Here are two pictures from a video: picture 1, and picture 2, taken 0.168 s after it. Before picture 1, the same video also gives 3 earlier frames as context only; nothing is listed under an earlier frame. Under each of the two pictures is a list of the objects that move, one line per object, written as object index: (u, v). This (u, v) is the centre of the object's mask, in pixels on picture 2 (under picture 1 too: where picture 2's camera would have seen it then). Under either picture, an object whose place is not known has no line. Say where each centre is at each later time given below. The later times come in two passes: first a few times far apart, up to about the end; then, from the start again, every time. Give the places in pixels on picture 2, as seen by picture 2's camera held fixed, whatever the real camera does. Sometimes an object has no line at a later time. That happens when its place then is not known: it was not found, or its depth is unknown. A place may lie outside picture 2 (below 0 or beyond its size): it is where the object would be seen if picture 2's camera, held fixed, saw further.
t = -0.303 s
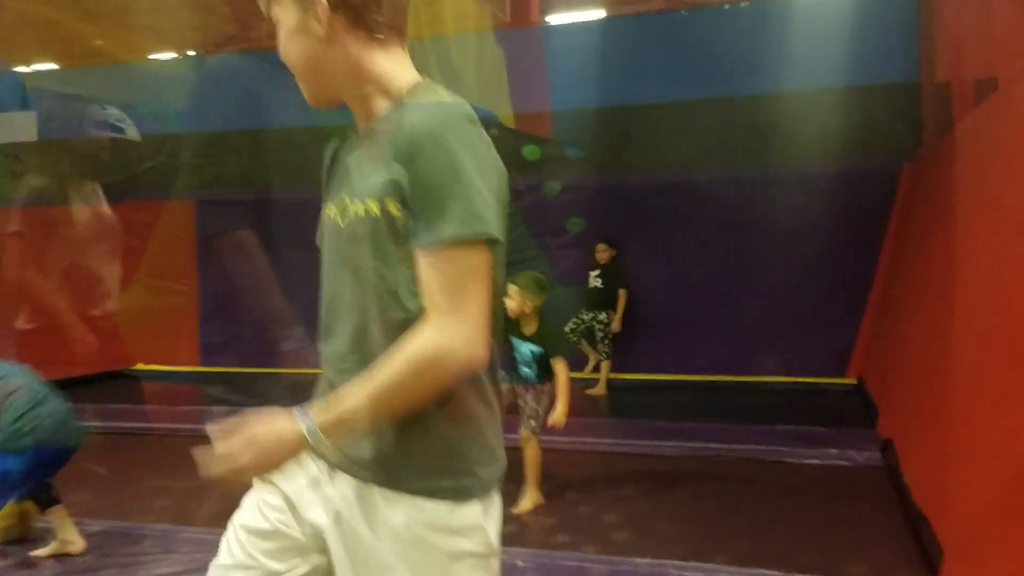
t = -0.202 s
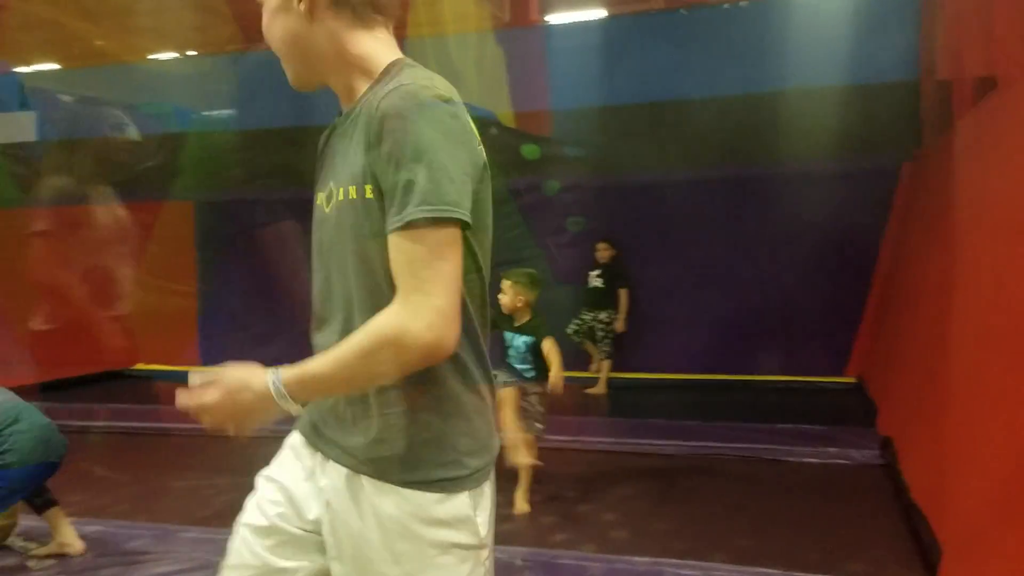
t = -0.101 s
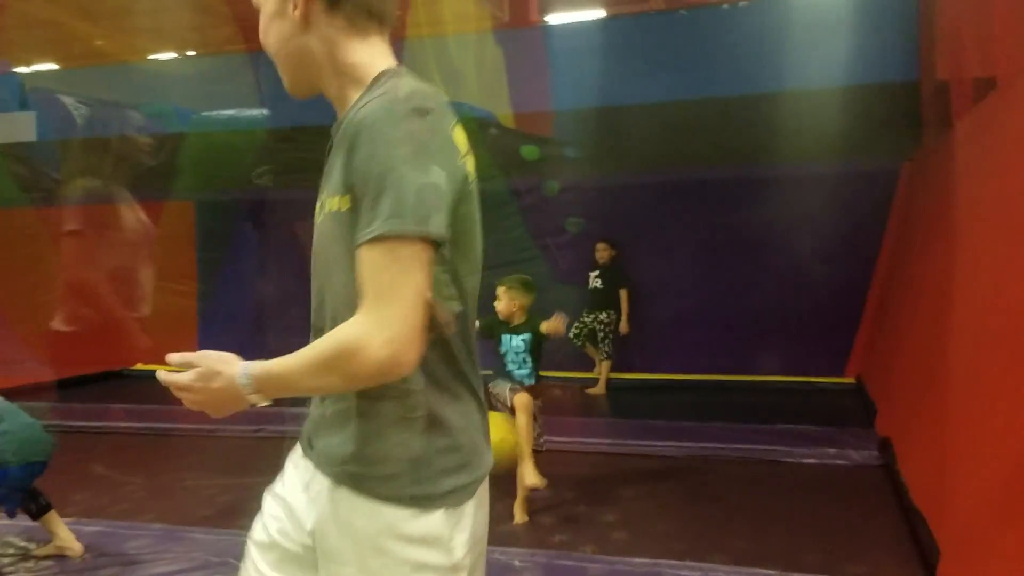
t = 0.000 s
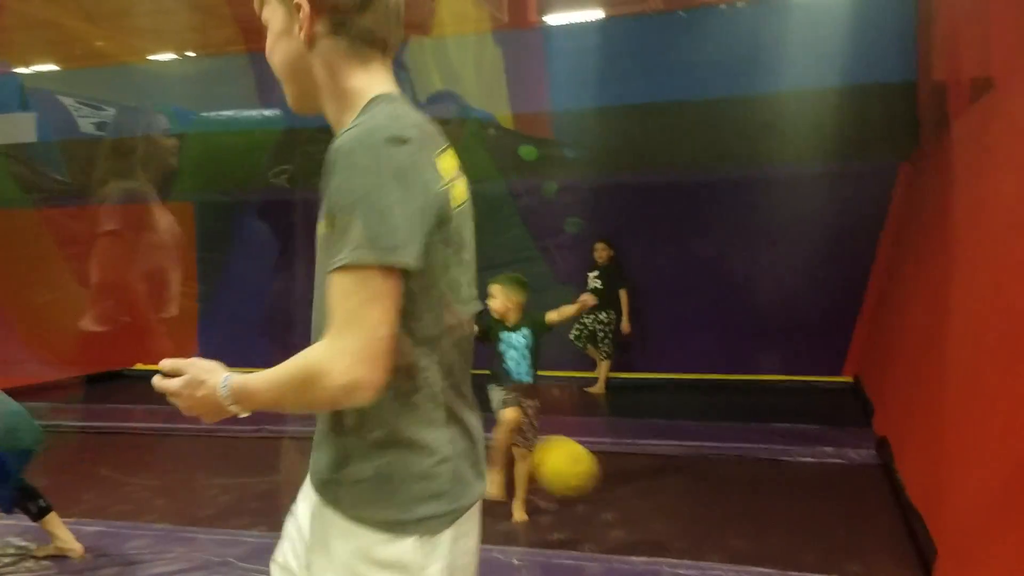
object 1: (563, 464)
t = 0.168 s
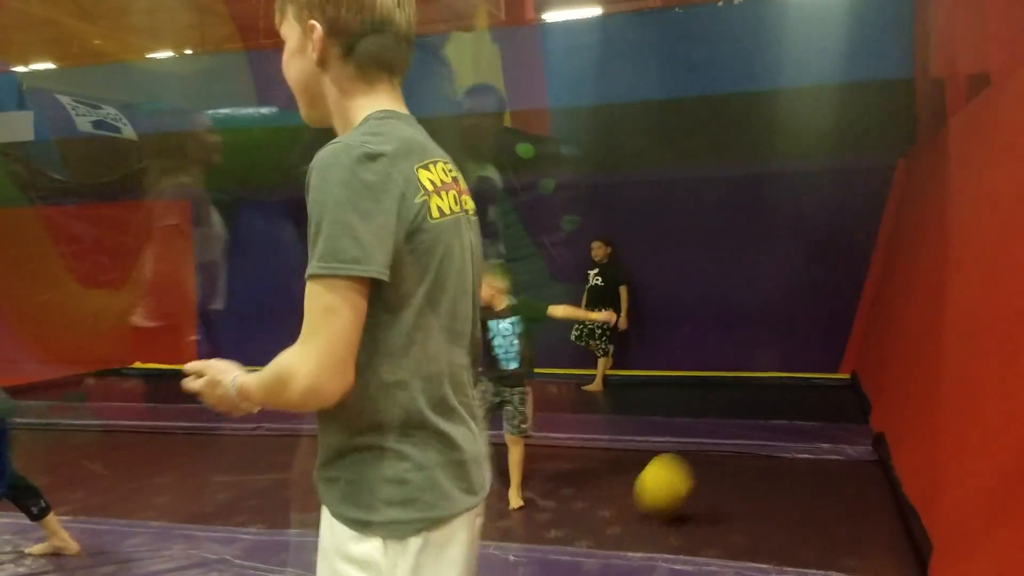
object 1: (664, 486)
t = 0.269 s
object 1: (710, 438)
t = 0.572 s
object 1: (831, 449)
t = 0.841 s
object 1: (854, 380)
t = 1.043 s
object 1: (846, 393)
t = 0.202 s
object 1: (679, 466)
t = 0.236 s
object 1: (694, 451)
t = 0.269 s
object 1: (710, 438)
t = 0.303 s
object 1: (725, 429)
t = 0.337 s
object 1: (740, 422)
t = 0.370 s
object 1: (754, 420)
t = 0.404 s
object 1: (767, 420)
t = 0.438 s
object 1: (781, 421)
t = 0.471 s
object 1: (794, 425)
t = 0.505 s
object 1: (807, 432)
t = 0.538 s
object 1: (818, 439)
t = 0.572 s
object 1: (831, 449)
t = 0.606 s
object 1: (844, 452)
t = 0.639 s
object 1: (855, 440)
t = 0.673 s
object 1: (862, 428)
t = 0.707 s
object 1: (863, 415)
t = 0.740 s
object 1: (860, 403)
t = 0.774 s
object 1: (858, 393)
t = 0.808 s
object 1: (856, 385)
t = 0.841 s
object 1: (854, 380)
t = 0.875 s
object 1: (853, 378)
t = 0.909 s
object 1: (852, 377)
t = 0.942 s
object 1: (850, 379)
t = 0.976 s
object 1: (849, 382)
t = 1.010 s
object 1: (847, 386)
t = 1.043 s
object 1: (846, 393)
